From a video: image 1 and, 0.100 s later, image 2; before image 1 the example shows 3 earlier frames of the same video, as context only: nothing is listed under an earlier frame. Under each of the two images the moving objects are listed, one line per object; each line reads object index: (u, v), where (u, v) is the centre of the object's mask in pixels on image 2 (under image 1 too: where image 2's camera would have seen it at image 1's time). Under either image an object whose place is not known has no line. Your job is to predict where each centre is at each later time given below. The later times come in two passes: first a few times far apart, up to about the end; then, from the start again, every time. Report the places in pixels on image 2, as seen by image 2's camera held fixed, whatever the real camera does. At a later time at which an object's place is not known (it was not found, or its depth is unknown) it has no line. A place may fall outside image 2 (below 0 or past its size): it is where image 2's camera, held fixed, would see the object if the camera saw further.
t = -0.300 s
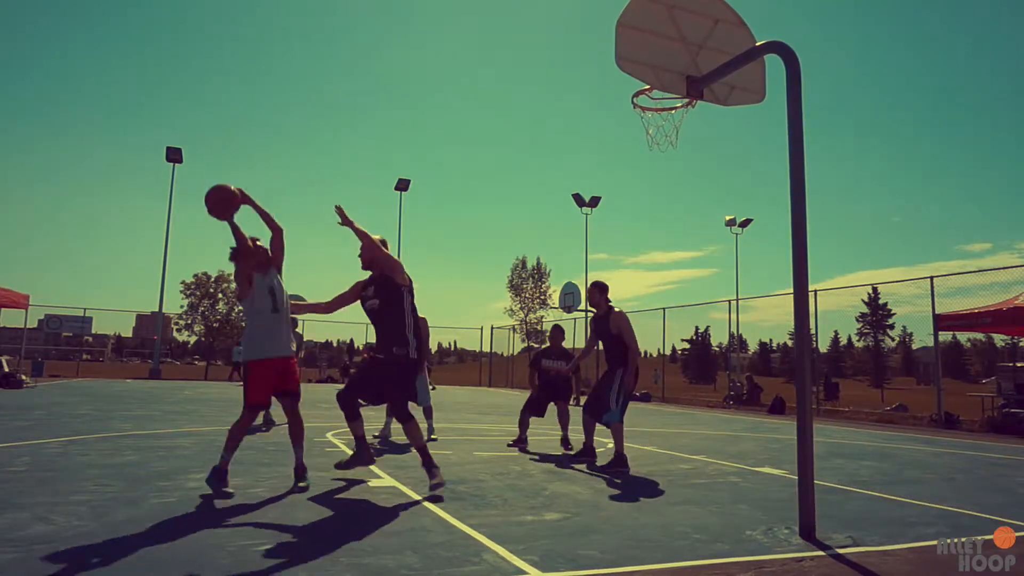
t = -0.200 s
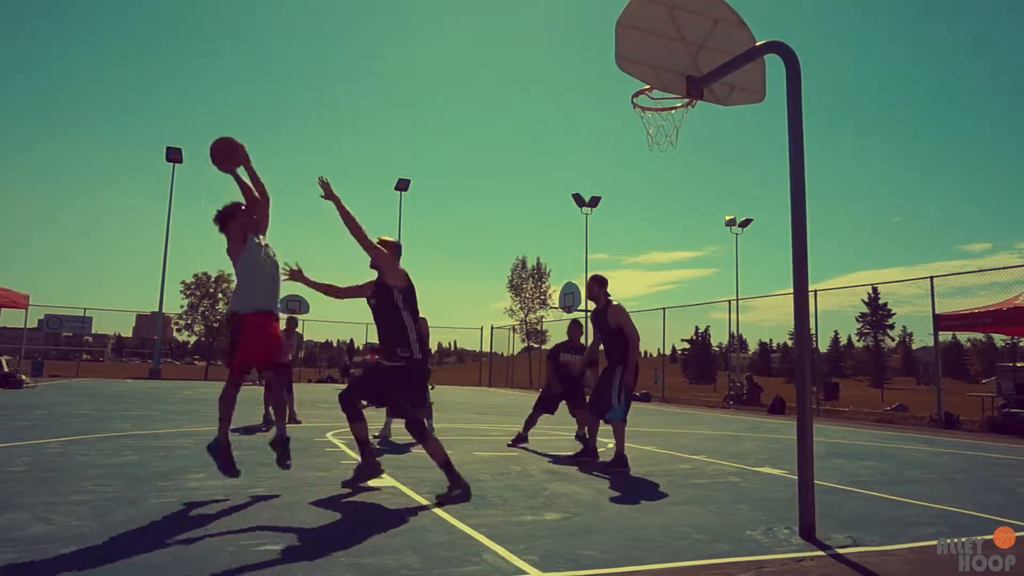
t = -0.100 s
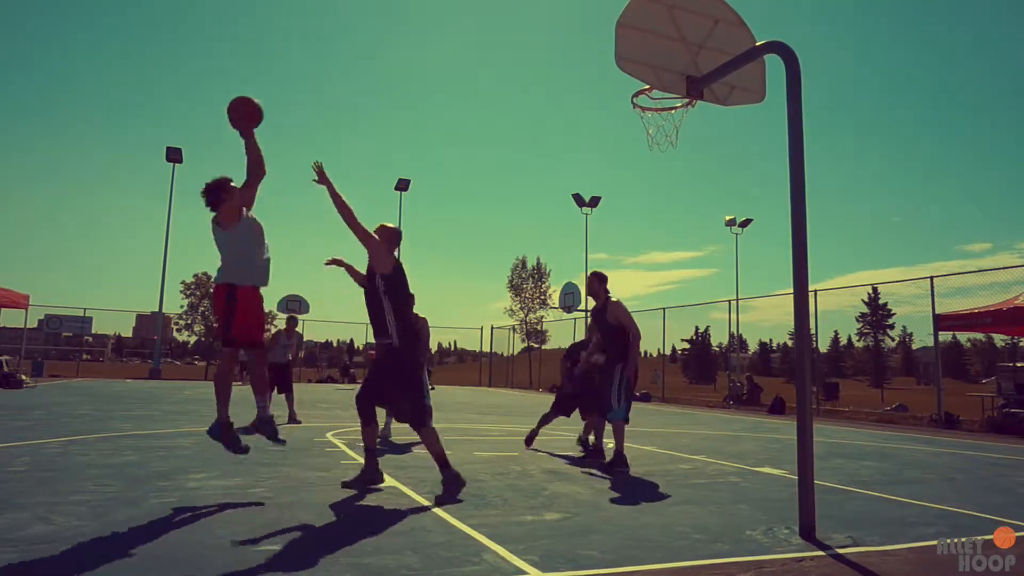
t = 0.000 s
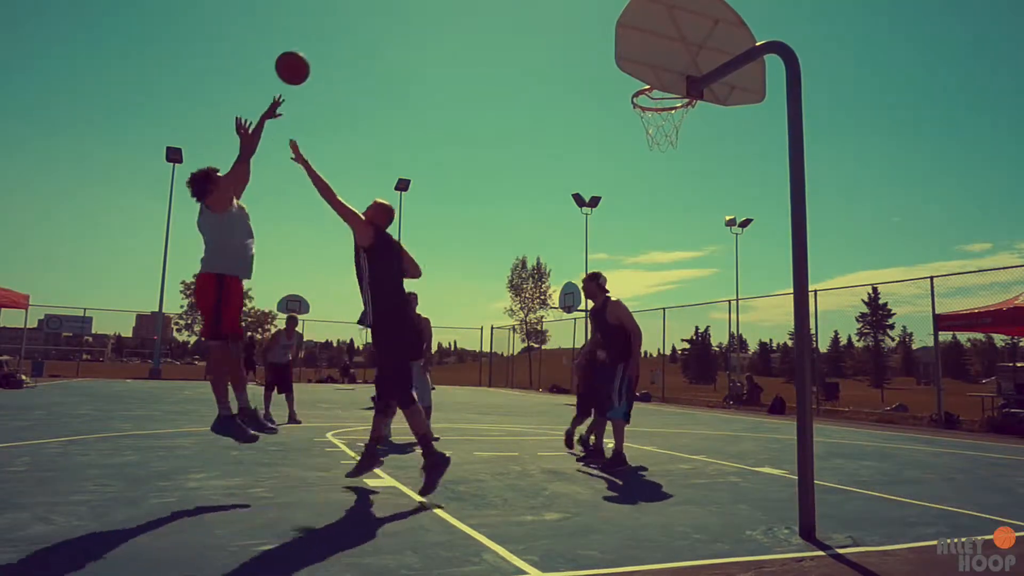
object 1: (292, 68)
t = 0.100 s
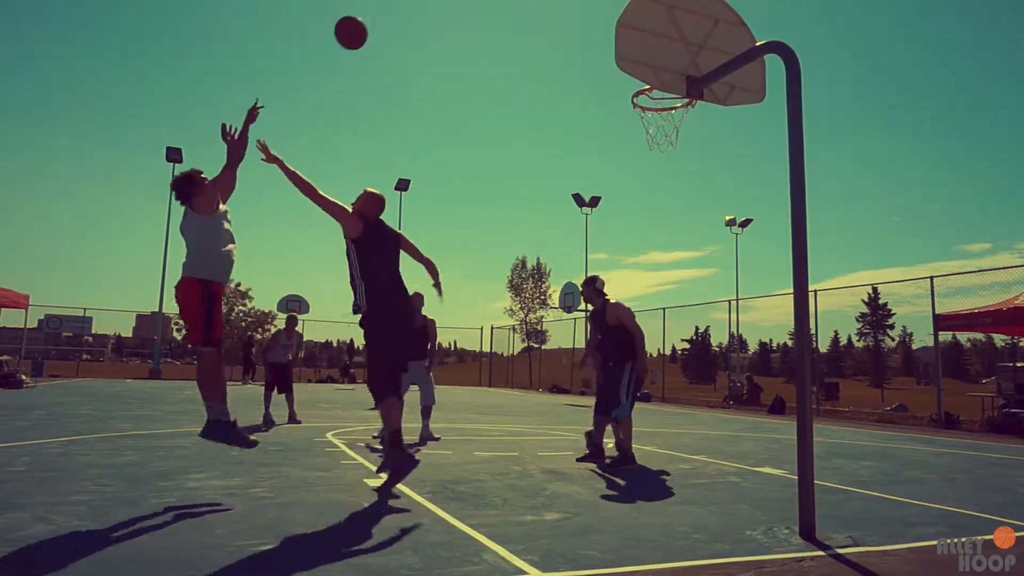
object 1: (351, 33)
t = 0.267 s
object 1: (441, 9)
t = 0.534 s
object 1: (570, 31)
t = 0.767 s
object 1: (670, 106)
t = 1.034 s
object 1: (663, 123)
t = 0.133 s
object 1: (369, 24)
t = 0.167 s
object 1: (388, 17)
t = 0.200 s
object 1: (406, 13)
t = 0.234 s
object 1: (424, 11)
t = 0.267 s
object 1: (441, 9)
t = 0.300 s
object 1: (458, 8)
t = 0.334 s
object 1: (475, 9)
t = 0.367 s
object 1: (491, 10)
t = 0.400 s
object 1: (507, 11)
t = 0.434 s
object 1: (523, 13)
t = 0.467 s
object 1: (539, 17)
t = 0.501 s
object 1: (555, 24)
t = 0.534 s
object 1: (570, 31)
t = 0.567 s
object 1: (585, 40)
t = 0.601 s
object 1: (600, 51)
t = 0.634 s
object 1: (611, 65)
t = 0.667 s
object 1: (626, 80)
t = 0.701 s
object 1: (642, 93)
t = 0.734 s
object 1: (657, 101)
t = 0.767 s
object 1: (670, 106)
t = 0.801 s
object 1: (676, 108)
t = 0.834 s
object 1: (675, 109)
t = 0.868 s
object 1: (671, 108)
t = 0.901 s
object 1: (669, 109)
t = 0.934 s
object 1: (667, 111)
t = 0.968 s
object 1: (666, 114)
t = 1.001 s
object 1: (664, 119)
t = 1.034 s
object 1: (663, 123)
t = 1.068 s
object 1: (661, 129)
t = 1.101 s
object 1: (660, 136)
